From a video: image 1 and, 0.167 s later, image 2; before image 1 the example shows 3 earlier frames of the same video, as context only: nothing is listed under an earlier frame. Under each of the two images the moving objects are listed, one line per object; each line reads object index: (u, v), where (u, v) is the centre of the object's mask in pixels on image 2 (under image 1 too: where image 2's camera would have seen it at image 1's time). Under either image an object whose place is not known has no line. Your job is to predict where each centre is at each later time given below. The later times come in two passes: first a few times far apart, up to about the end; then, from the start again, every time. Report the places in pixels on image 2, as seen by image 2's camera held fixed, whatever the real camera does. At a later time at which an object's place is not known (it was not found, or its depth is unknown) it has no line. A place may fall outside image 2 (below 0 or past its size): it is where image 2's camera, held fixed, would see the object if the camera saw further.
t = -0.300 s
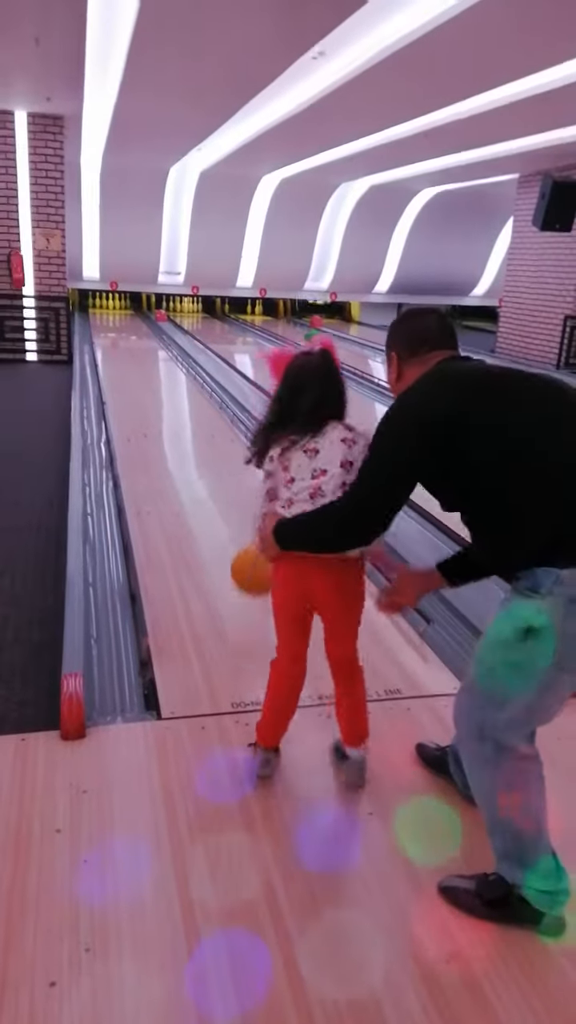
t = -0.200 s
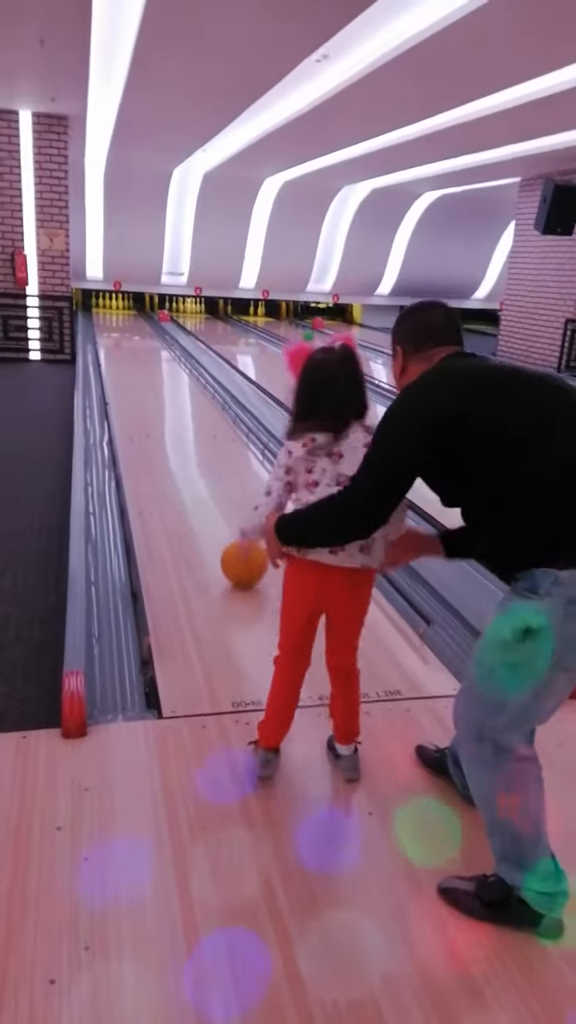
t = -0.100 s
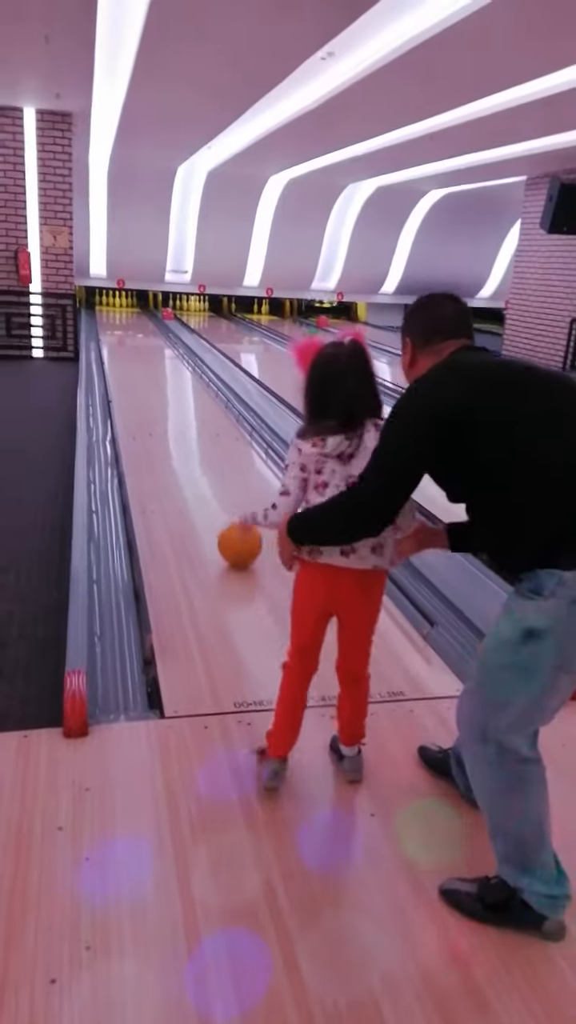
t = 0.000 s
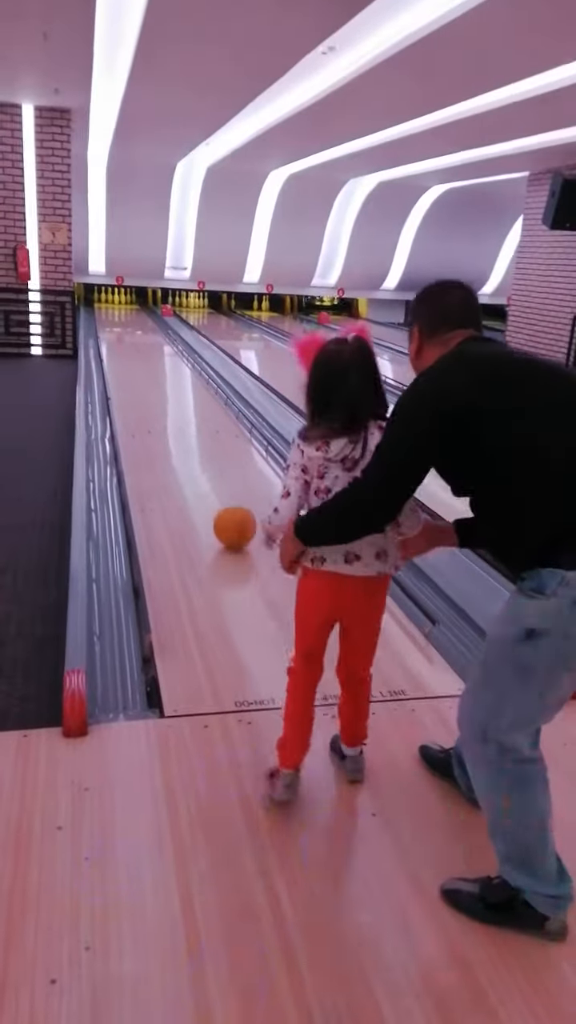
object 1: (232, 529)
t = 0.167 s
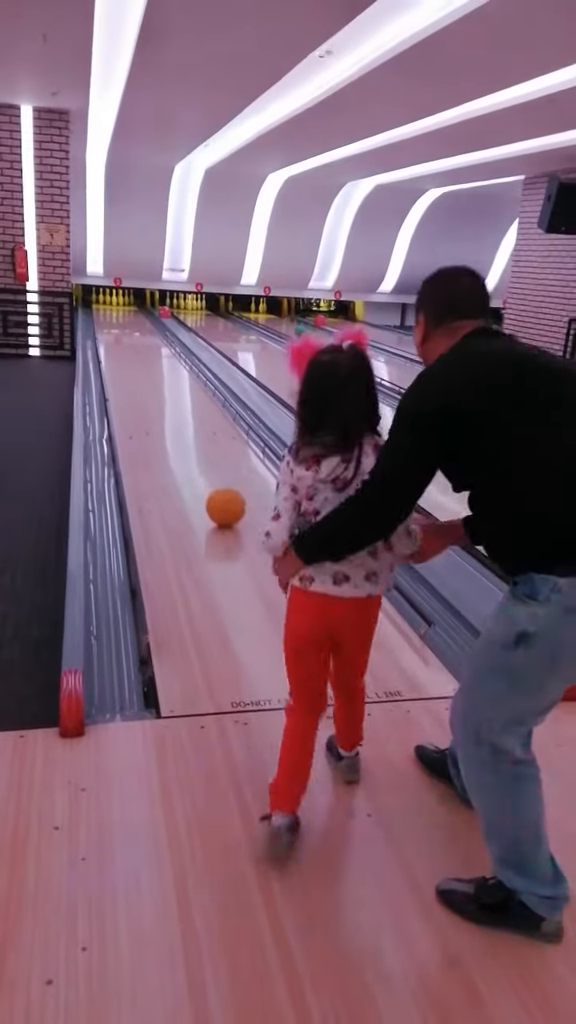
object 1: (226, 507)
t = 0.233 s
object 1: (224, 500)
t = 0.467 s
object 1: (219, 479)
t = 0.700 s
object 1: (215, 462)
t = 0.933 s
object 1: (212, 447)
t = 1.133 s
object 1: (211, 436)
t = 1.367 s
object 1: (208, 424)
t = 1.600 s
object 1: (207, 414)
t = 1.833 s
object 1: (205, 405)
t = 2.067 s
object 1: (203, 396)
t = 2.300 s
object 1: (202, 390)
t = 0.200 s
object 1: (225, 503)
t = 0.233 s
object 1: (224, 500)
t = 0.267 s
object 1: (223, 496)
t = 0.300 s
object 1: (222, 493)
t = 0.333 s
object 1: (222, 490)
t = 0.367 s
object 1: (221, 488)
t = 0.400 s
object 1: (221, 485)
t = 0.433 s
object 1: (220, 482)
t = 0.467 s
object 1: (219, 479)
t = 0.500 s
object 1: (219, 477)
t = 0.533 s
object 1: (218, 474)
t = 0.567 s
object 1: (218, 472)
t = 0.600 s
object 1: (219, 469)
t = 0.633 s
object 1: (217, 467)
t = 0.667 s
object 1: (216, 464)
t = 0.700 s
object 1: (215, 462)
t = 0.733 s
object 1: (215, 459)
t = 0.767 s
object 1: (215, 457)
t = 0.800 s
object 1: (214, 455)
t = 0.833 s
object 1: (214, 453)
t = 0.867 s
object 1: (213, 451)
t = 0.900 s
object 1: (213, 449)
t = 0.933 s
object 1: (212, 447)
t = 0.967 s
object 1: (212, 445)
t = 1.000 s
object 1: (212, 443)
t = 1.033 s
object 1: (211, 441)
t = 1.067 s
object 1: (211, 439)
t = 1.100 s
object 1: (211, 438)
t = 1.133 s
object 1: (211, 436)
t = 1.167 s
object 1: (210, 434)
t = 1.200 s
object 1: (210, 433)
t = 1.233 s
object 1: (210, 432)
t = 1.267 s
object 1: (210, 429)
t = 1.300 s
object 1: (209, 428)
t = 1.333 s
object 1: (209, 426)
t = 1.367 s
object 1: (208, 424)
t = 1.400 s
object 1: (208, 422)
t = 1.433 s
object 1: (208, 421)
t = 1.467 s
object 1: (208, 419)
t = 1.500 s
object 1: (207, 418)
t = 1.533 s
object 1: (207, 417)
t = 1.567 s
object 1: (207, 416)
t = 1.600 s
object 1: (207, 414)
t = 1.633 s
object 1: (206, 413)
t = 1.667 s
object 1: (206, 412)
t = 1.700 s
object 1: (206, 411)
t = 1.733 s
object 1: (206, 408)
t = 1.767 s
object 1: (206, 407)
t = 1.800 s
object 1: (205, 406)
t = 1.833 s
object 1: (205, 405)
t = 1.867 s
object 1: (205, 404)
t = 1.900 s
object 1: (205, 402)
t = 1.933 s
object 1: (204, 401)
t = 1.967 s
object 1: (204, 400)
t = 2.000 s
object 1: (204, 399)
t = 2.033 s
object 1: (203, 397)
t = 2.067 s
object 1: (203, 396)
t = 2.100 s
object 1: (203, 395)
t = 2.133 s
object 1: (203, 394)
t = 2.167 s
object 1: (203, 393)
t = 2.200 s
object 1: (202, 393)
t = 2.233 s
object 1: (202, 392)
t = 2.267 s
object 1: (202, 390)
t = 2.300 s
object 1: (202, 390)
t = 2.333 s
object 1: (201, 389)
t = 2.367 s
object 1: (201, 387)
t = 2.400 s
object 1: (200, 385)
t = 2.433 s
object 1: (200, 384)
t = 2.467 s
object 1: (200, 384)
